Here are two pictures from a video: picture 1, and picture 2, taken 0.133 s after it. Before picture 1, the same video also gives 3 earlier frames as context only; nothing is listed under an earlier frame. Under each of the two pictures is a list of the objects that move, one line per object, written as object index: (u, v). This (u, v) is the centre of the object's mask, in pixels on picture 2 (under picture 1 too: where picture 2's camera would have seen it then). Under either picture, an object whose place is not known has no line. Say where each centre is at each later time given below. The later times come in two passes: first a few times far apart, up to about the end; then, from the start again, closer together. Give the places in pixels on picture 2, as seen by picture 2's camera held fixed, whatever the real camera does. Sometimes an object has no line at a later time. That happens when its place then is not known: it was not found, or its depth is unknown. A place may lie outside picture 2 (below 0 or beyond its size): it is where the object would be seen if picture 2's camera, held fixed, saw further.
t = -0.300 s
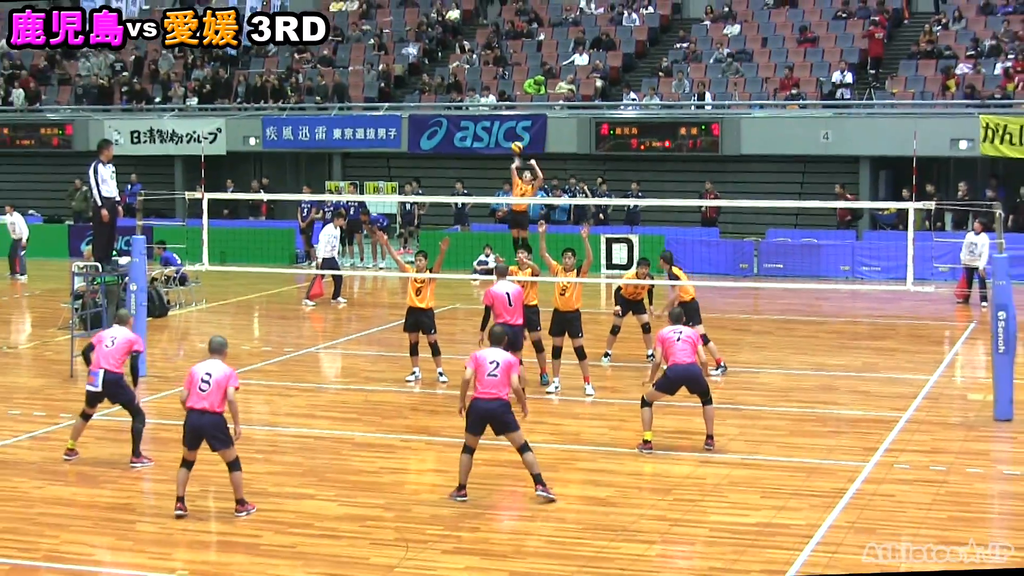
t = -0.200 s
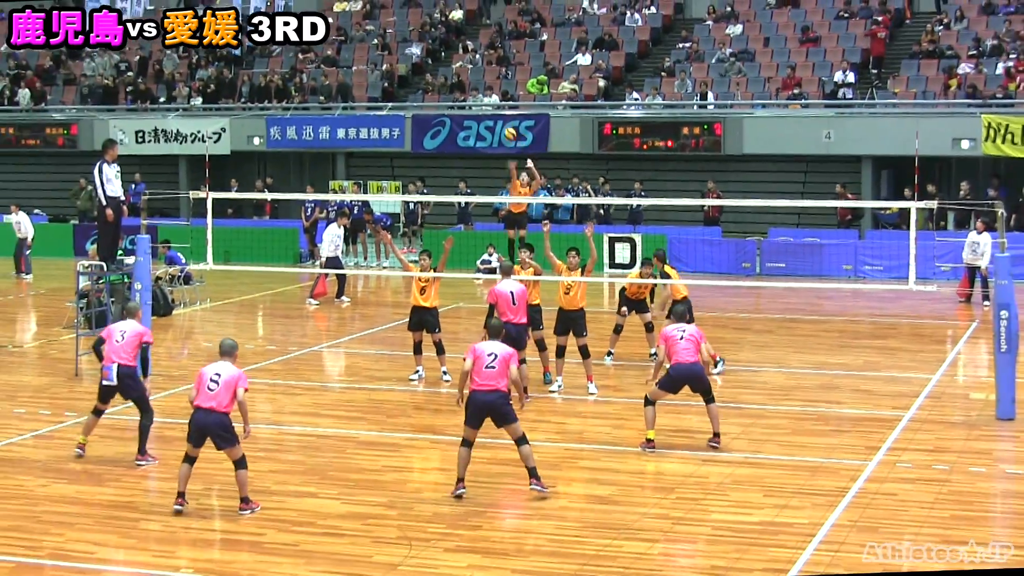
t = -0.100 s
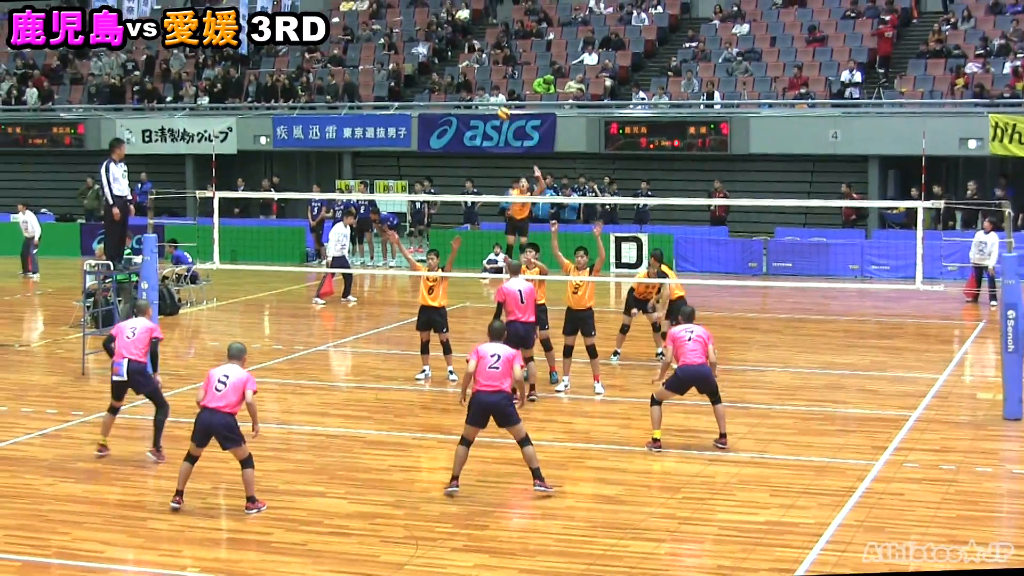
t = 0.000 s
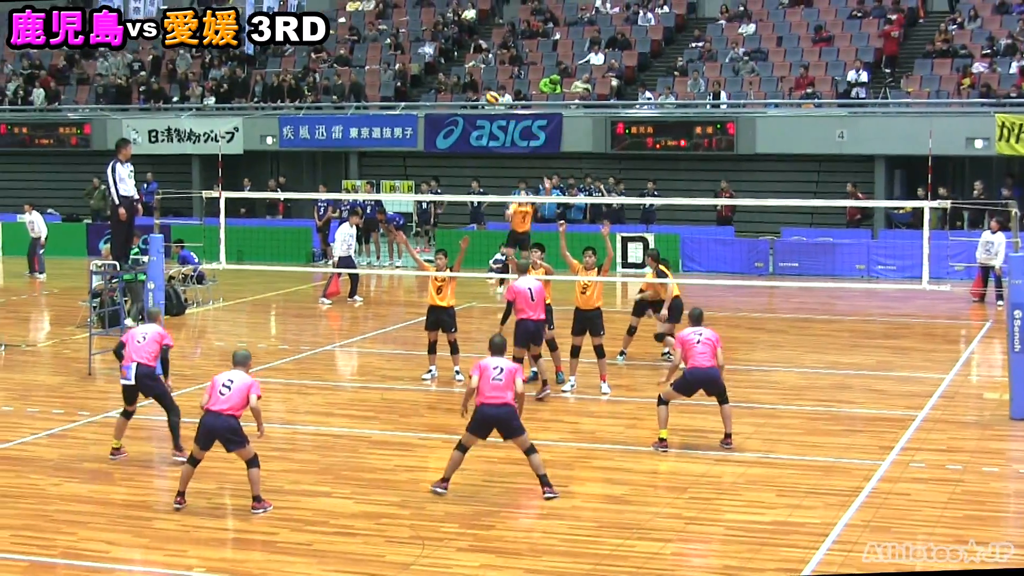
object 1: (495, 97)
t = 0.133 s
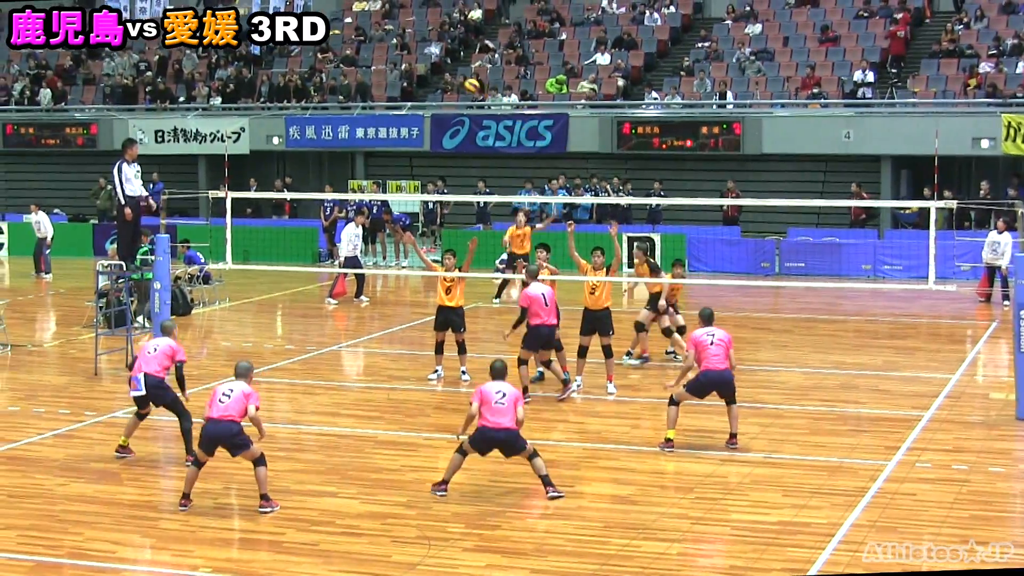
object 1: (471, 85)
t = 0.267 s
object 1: (439, 83)
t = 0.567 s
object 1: (335, 121)
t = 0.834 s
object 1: (202, 231)
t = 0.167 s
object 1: (464, 84)
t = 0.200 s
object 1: (457, 83)
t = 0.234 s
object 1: (448, 83)
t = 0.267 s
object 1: (439, 83)
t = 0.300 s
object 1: (430, 84)
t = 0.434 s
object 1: (387, 95)
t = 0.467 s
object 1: (374, 100)
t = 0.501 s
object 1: (362, 105)
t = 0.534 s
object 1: (349, 113)
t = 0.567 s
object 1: (335, 121)
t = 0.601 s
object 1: (321, 130)
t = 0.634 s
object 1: (305, 141)
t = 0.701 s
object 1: (273, 166)
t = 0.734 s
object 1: (256, 180)
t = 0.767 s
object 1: (239, 195)
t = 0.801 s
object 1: (220, 212)
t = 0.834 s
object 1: (202, 231)
